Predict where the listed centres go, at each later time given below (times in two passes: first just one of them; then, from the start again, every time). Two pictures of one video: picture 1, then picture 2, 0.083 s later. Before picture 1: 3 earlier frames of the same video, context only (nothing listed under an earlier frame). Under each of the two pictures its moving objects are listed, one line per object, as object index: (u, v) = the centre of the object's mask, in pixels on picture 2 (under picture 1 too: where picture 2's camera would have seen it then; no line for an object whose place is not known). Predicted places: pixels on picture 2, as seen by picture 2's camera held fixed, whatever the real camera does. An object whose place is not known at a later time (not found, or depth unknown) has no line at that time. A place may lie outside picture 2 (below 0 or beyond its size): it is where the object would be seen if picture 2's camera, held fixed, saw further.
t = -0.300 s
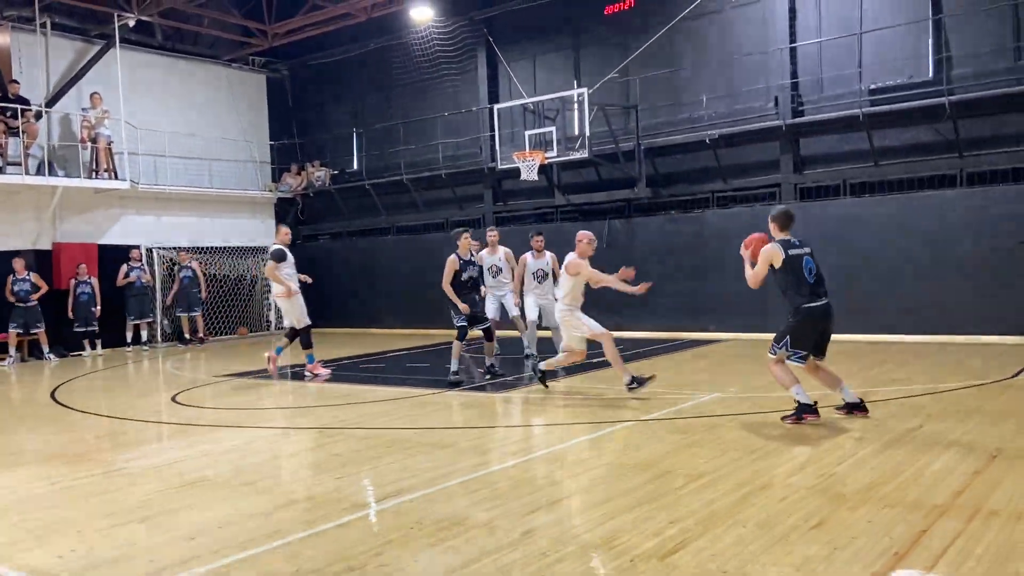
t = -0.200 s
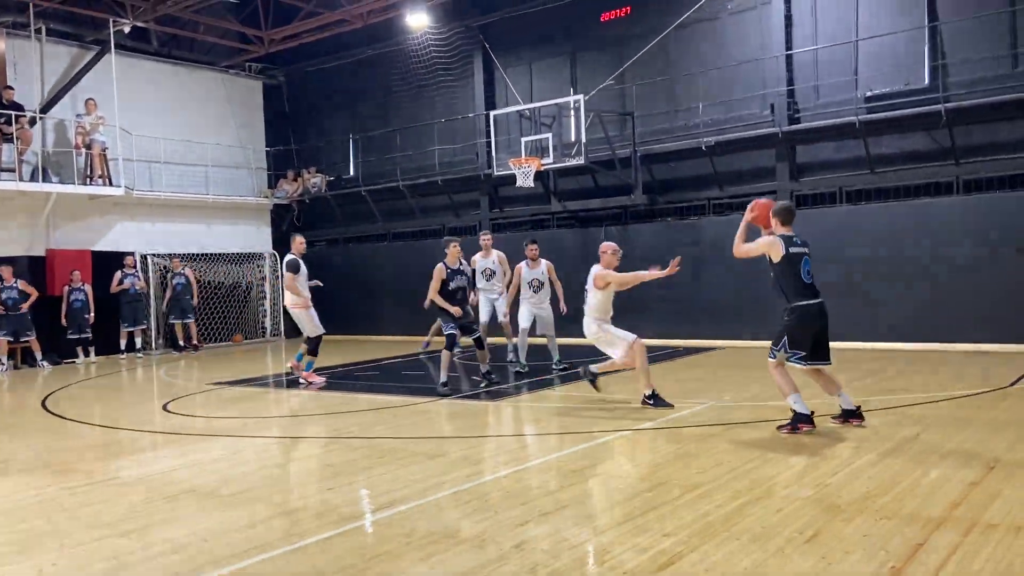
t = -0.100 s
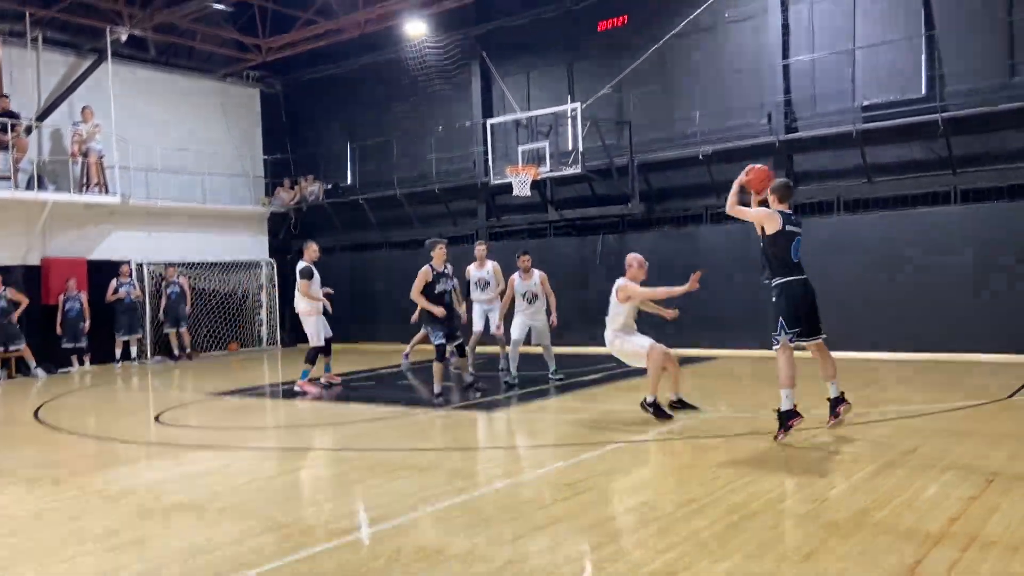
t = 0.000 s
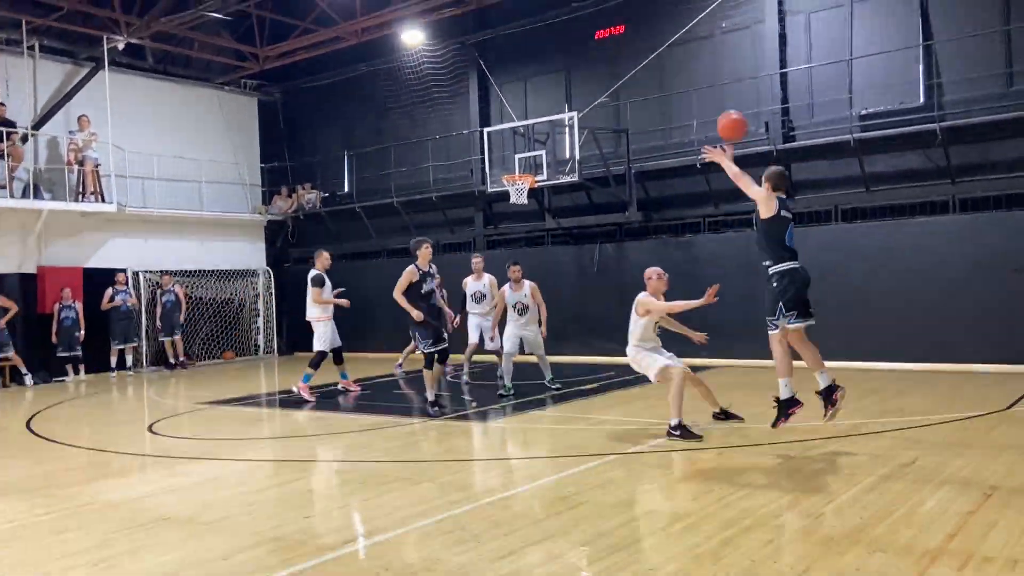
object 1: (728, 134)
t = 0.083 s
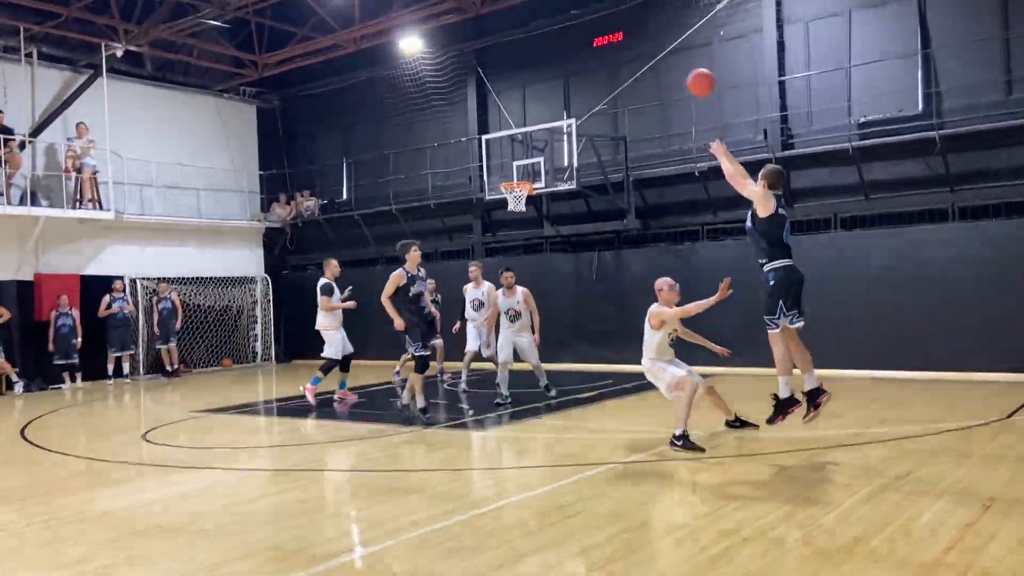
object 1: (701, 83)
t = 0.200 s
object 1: (666, 31)
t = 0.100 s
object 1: (695, 74)
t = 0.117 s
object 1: (691, 67)
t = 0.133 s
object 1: (685, 58)
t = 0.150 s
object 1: (681, 51)
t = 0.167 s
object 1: (677, 45)
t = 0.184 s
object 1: (671, 38)
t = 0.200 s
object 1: (666, 31)
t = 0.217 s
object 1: (663, 26)
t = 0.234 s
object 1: (658, 21)
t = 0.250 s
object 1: (654, 16)
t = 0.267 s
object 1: (650, 12)
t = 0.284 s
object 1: (645, 7)
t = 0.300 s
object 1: (642, 3)
